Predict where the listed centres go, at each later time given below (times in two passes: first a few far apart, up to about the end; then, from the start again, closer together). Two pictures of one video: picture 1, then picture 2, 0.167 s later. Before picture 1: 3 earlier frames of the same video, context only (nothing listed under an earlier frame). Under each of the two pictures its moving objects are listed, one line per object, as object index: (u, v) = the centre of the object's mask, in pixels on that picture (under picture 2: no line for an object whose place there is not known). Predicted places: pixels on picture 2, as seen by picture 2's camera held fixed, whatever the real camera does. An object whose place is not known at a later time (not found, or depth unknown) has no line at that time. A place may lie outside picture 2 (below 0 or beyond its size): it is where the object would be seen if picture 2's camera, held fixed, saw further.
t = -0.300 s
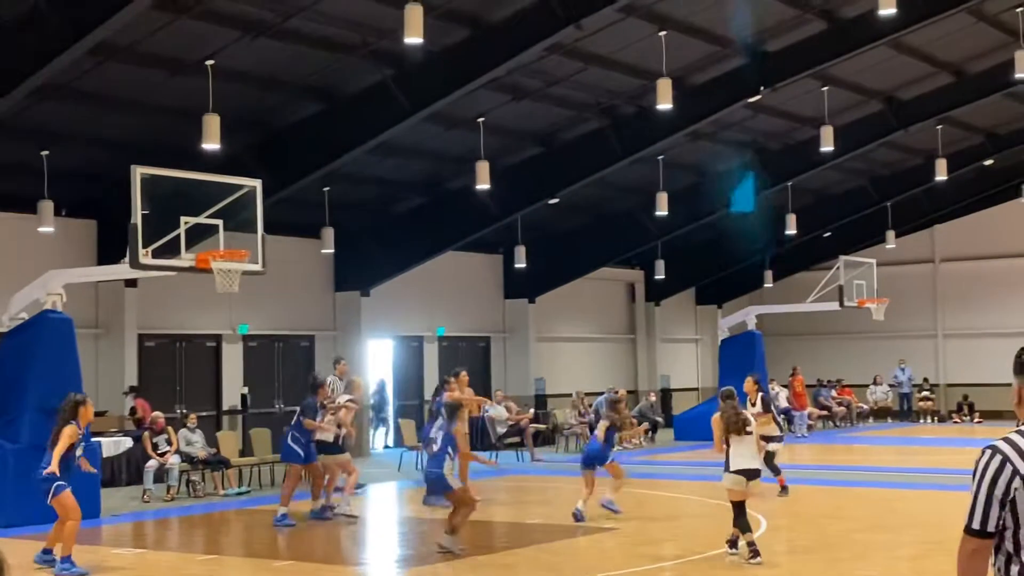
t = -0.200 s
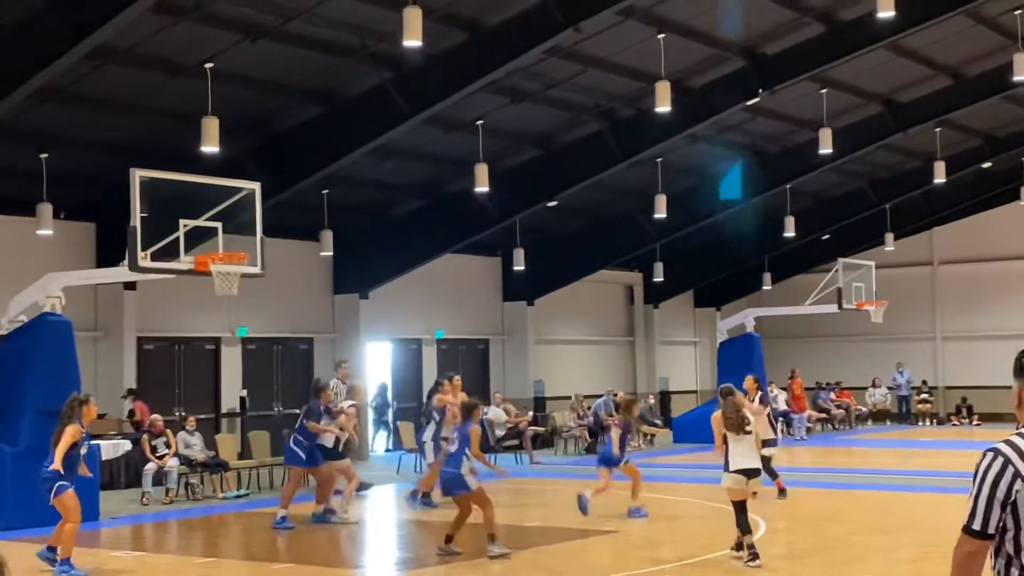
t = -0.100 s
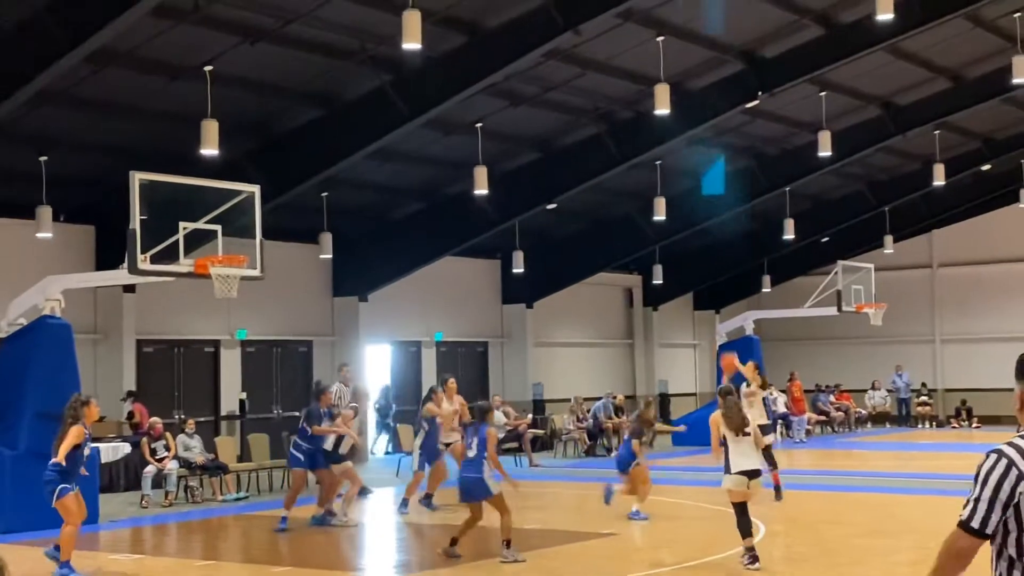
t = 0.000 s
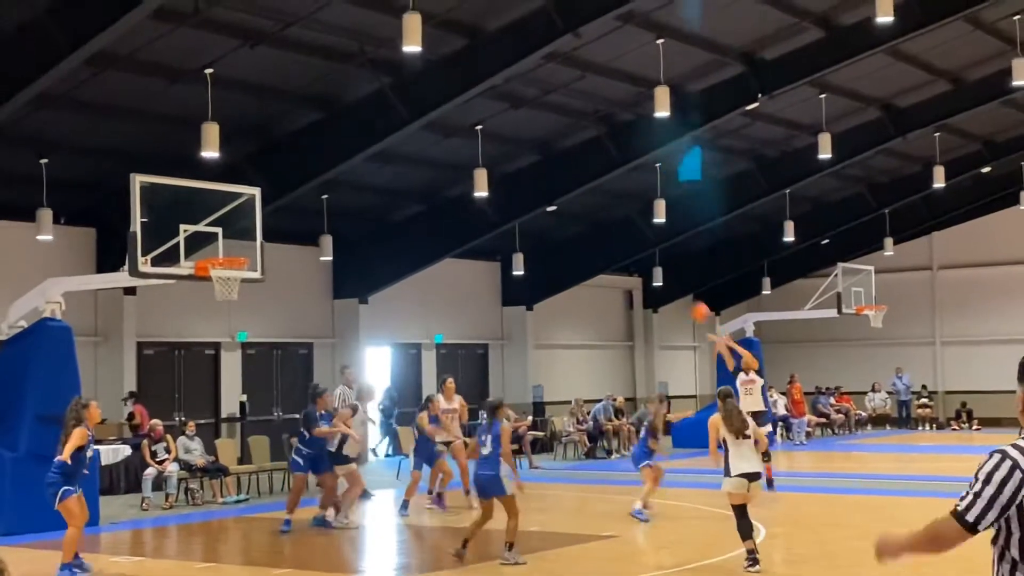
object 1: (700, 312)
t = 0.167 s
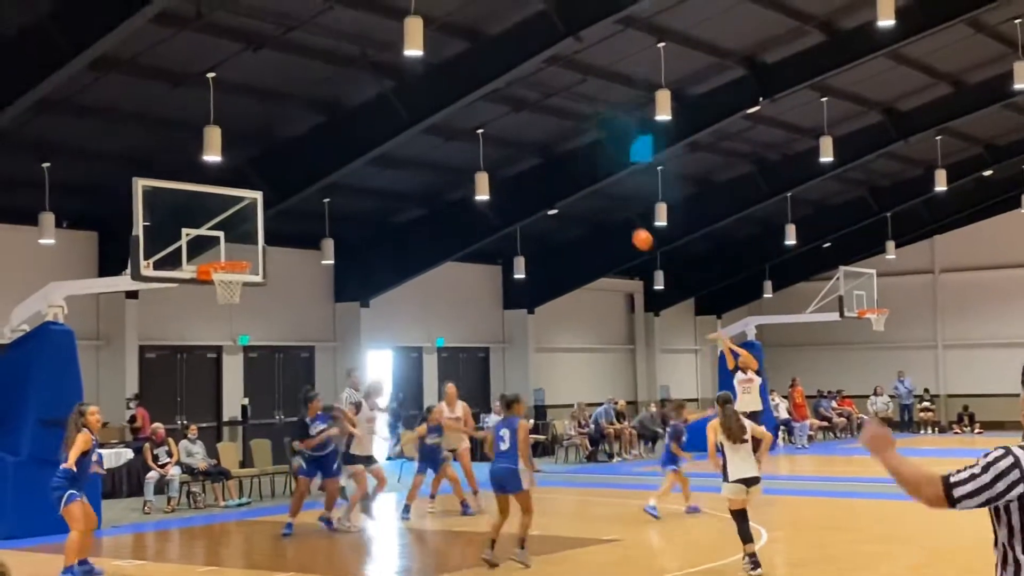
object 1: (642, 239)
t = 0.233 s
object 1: (618, 214)
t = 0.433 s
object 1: (547, 158)
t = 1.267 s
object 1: (236, 259)
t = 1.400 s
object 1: (204, 293)
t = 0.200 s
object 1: (631, 226)
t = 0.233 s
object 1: (618, 214)
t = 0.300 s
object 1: (594, 192)
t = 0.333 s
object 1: (582, 182)
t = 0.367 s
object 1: (570, 173)
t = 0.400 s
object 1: (558, 165)
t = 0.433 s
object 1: (547, 158)
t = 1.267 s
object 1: (236, 259)
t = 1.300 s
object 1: (218, 278)
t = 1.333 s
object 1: (212, 283)
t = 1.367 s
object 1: (208, 285)
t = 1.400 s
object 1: (204, 293)
